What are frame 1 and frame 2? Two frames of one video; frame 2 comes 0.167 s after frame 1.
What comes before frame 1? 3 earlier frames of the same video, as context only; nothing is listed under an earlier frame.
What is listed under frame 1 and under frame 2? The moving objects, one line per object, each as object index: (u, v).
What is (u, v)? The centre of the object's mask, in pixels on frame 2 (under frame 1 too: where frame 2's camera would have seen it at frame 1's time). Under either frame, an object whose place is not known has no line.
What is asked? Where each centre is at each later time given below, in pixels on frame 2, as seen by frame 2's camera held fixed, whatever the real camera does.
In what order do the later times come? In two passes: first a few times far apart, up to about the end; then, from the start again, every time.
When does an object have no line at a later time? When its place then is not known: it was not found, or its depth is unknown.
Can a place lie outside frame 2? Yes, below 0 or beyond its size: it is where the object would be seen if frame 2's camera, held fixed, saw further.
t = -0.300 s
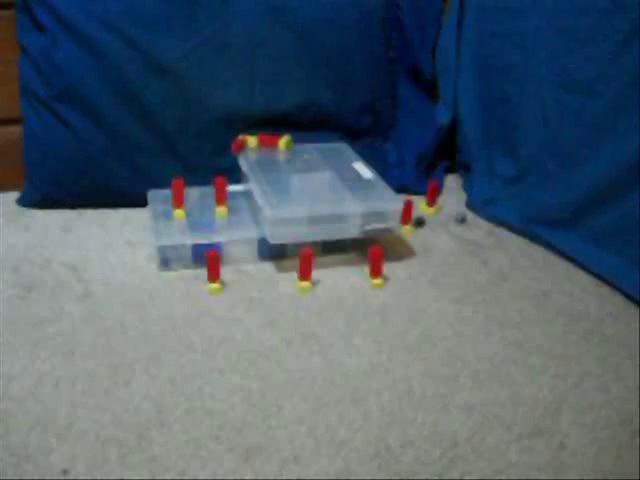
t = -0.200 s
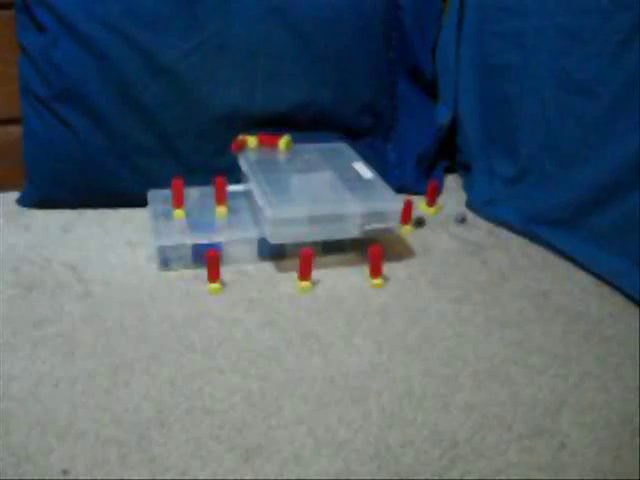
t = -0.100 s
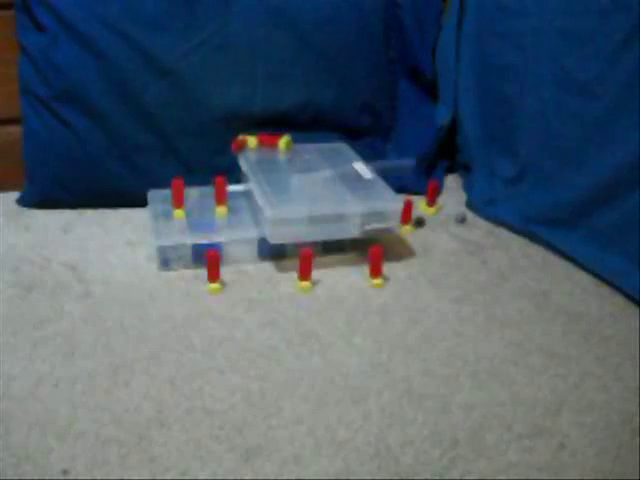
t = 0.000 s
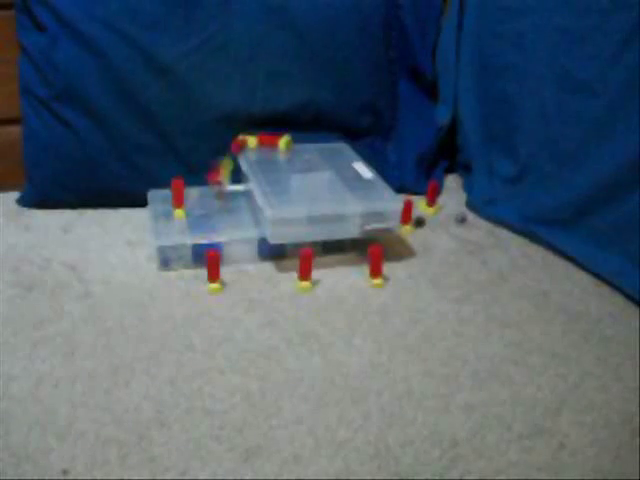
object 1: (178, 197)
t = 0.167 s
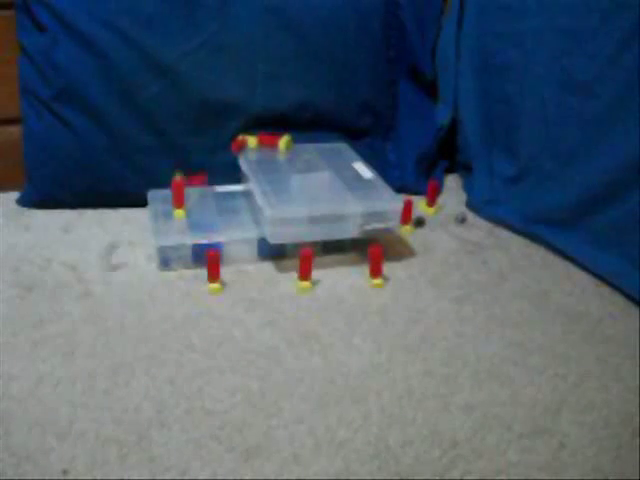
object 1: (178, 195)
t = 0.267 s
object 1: (178, 197)
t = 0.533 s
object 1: (178, 197)
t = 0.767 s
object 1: (133, 181)
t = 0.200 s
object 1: (178, 197)
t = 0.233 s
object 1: (178, 197)
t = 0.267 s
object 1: (178, 197)
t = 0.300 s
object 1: (178, 197)
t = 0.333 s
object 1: (178, 197)
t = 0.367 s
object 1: (178, 197)
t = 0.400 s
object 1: (178, 197)
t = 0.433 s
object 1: (178, 197)
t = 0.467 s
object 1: (178, 197)
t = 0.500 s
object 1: (178, 197)
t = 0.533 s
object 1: (178, 197)
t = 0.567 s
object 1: (178, 197)
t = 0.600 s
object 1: (178, 197)
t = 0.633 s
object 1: (178, 197)
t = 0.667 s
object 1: (178, 197)
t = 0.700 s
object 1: (167, 191)
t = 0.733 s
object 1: (147, 183)
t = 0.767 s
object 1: (133, 181)
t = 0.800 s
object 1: (121, 184)
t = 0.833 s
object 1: (113, 193)
